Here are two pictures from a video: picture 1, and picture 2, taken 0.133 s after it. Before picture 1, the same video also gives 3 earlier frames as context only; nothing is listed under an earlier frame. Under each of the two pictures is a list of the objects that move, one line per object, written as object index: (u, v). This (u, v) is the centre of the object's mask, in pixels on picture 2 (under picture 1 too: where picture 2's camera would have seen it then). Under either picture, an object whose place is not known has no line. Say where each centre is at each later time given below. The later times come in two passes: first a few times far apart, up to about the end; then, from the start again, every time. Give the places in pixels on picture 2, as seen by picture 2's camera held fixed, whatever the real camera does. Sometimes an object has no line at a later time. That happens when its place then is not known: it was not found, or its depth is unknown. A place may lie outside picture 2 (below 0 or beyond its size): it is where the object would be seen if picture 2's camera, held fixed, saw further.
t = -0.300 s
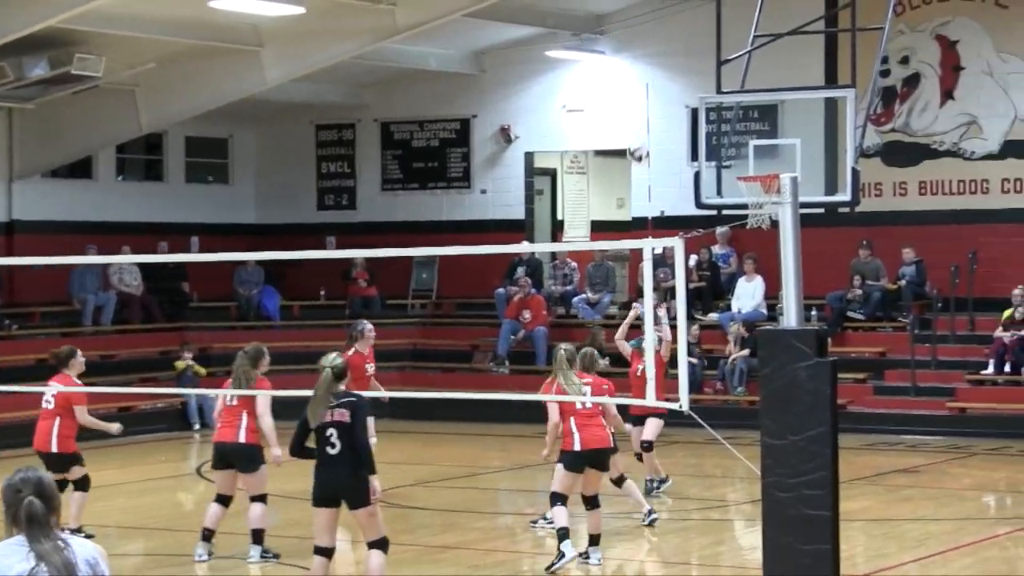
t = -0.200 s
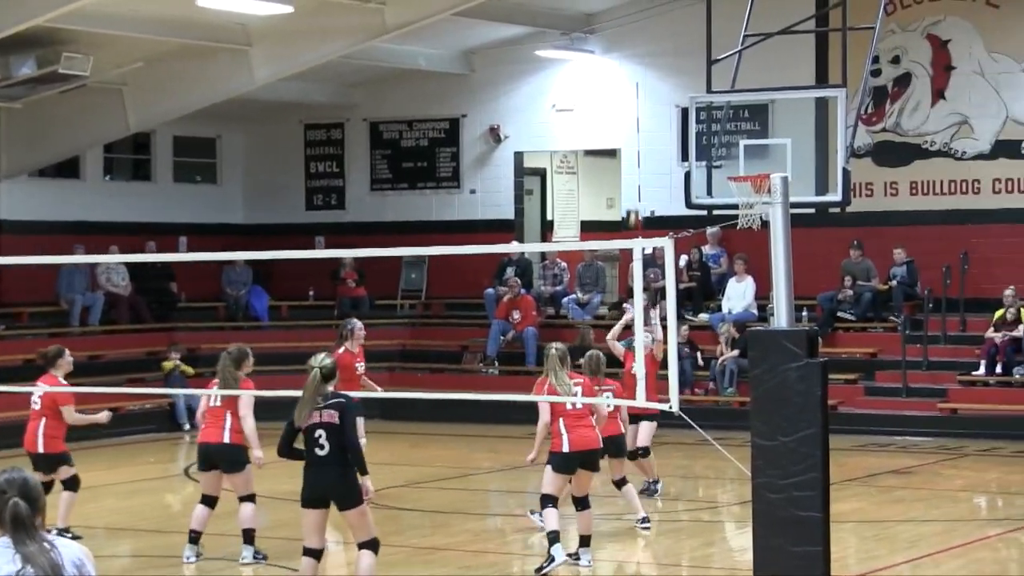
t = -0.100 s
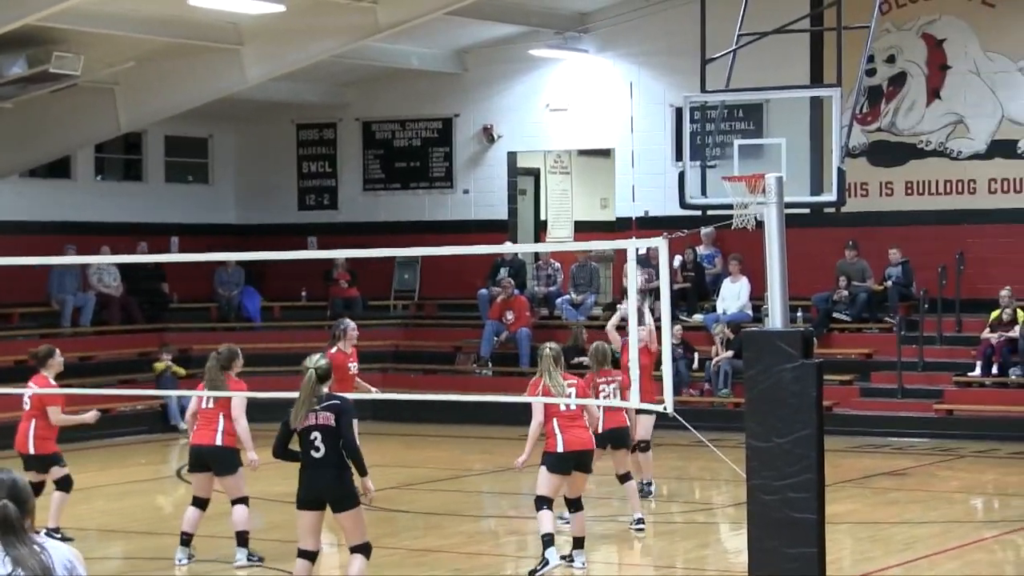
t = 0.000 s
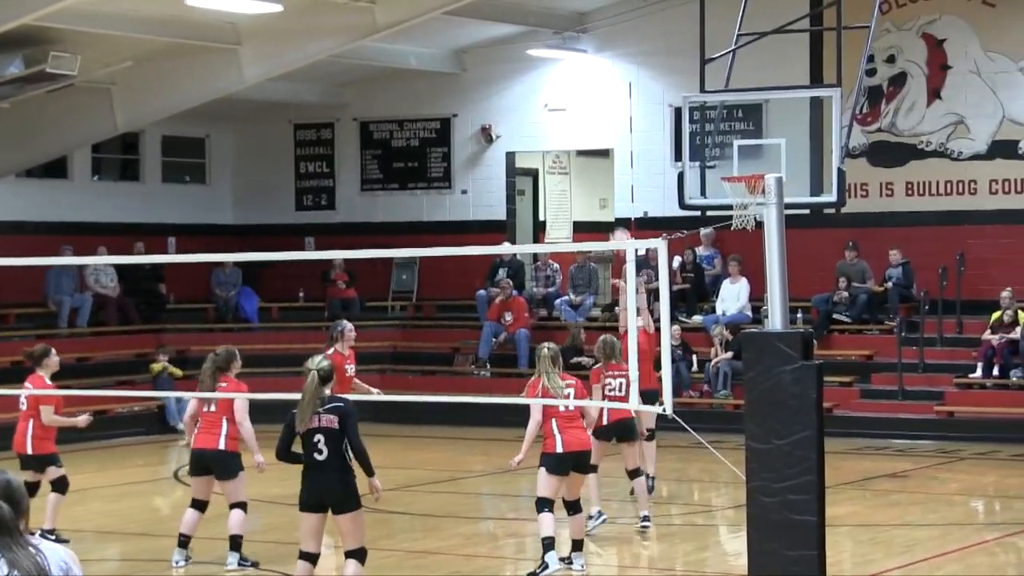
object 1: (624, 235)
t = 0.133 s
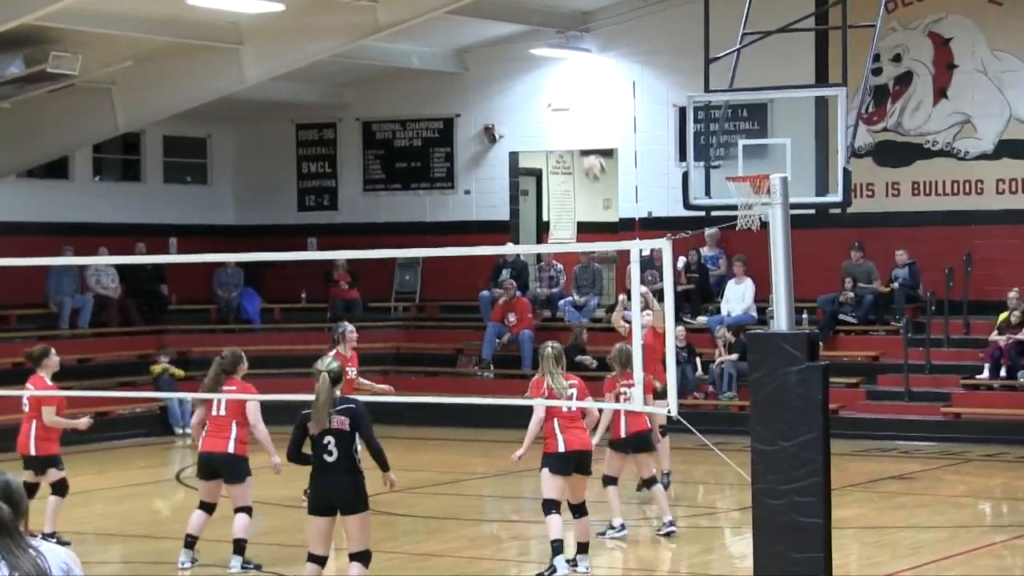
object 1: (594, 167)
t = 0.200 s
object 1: (578, 138)
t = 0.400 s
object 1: (533, 74)
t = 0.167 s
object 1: (587, 154)
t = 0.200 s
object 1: (578, 138)
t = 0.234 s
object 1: (570, 125)
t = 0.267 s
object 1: (561, 112)
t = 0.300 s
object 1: (555, 102)
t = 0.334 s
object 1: (547, 92)
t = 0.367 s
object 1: (539, 82)
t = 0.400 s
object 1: (533, 74)
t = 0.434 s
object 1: (524, 68)
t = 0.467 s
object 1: (517, 63)
